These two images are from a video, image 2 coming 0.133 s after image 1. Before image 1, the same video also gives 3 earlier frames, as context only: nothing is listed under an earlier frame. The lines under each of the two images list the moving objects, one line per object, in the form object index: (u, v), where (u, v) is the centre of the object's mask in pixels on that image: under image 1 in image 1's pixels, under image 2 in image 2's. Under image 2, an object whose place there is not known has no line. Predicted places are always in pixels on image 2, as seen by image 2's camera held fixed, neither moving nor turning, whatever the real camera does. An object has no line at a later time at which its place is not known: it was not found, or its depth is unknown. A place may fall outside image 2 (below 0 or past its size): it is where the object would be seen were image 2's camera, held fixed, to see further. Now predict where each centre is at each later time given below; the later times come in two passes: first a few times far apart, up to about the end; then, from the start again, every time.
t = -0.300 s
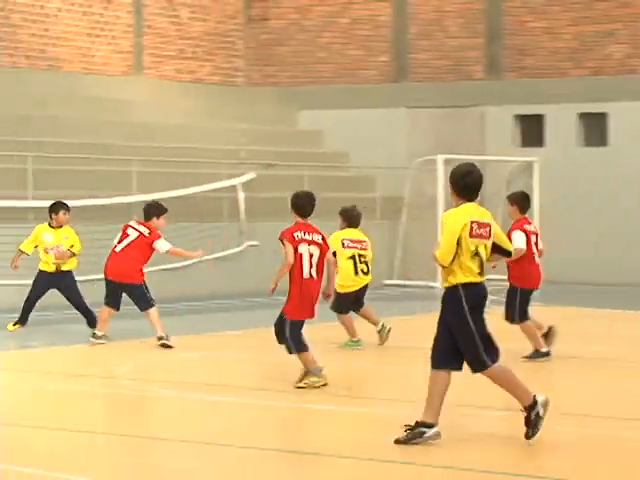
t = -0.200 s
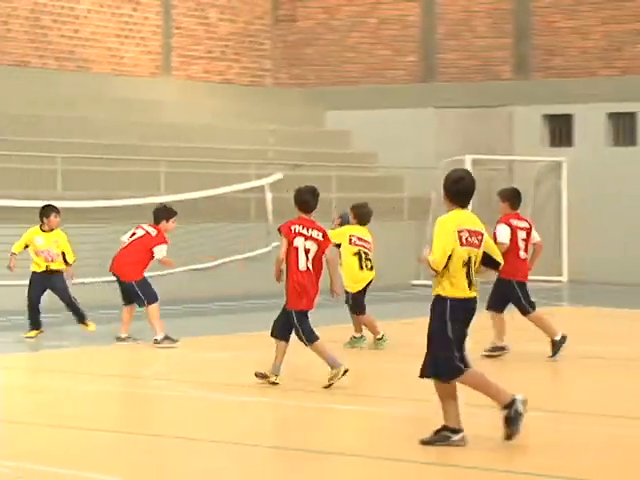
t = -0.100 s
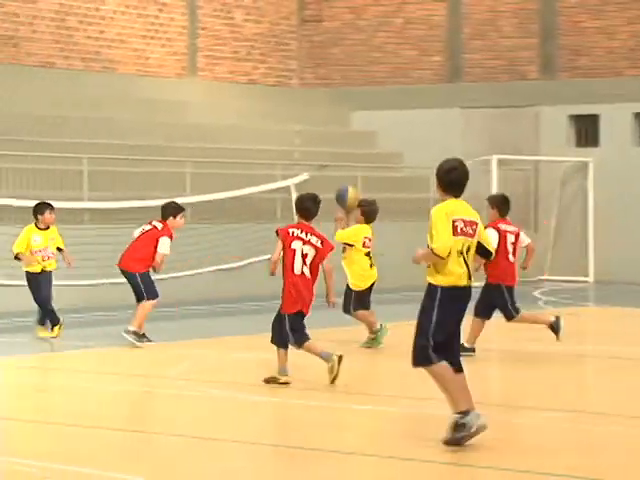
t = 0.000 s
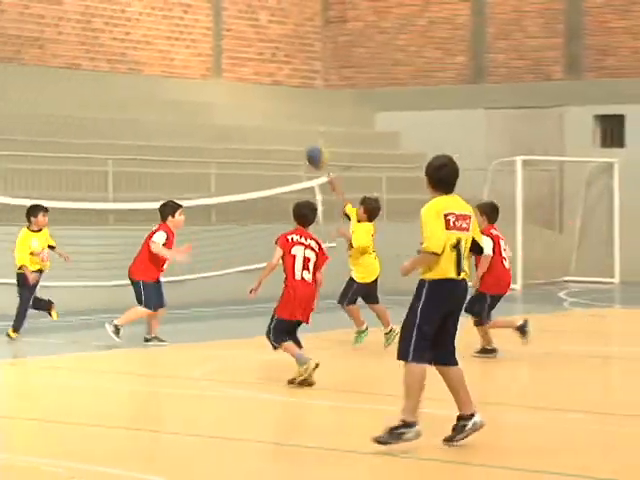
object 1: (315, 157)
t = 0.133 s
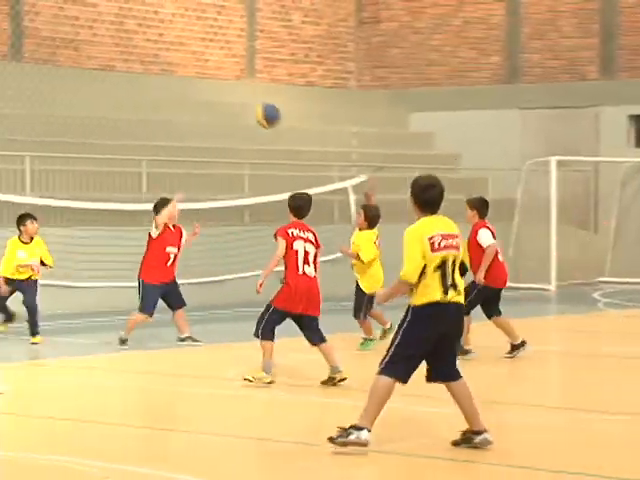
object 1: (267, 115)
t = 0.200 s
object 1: (226, 100)
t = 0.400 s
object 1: (99, 81)
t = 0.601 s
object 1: (-31, 104)
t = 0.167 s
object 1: (247, 107)
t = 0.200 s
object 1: (226, 100)
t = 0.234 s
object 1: (205, 94)
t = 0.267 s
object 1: (184, 90)
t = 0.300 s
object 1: (163, 86)
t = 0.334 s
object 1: (142, 83)
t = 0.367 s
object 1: (120, 82)
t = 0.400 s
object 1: (99, 81)
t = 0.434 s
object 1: (77, 82)
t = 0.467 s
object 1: (57, 84)
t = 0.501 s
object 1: (36, 88)
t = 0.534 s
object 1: (13, 92)
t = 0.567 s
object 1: (-10, 97)
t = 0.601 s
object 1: (-31, 104)
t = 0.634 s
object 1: (-53, 113)
